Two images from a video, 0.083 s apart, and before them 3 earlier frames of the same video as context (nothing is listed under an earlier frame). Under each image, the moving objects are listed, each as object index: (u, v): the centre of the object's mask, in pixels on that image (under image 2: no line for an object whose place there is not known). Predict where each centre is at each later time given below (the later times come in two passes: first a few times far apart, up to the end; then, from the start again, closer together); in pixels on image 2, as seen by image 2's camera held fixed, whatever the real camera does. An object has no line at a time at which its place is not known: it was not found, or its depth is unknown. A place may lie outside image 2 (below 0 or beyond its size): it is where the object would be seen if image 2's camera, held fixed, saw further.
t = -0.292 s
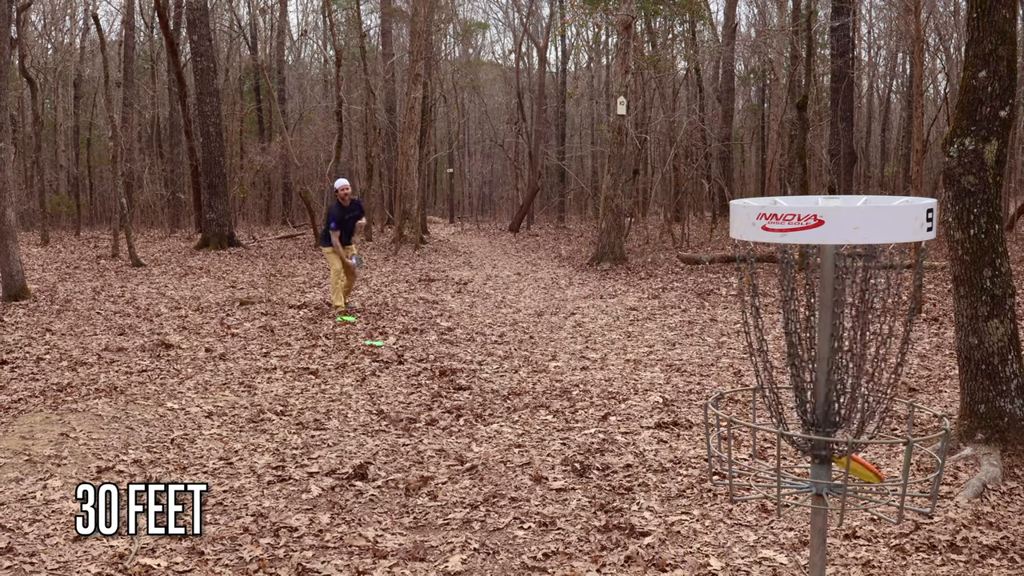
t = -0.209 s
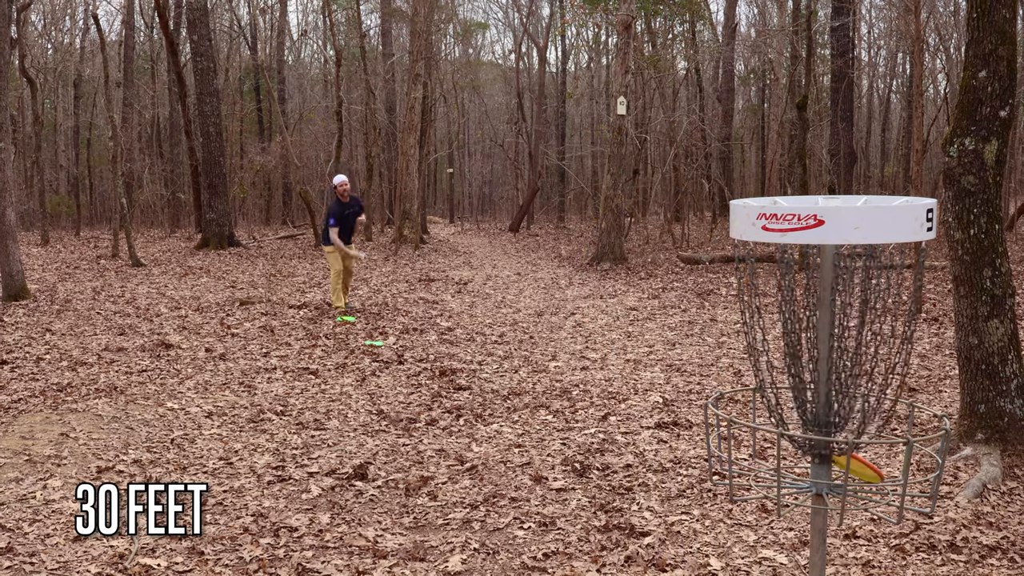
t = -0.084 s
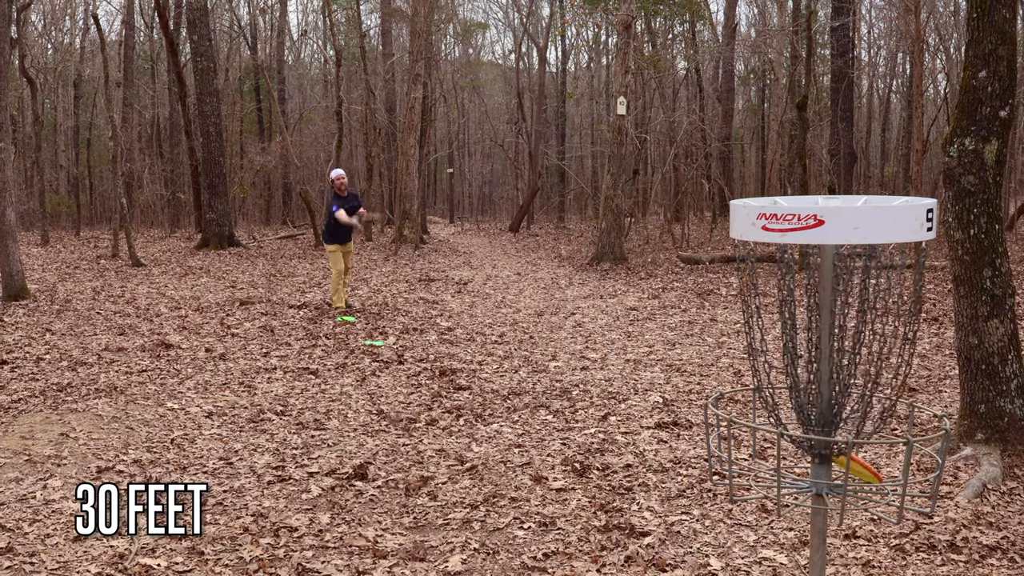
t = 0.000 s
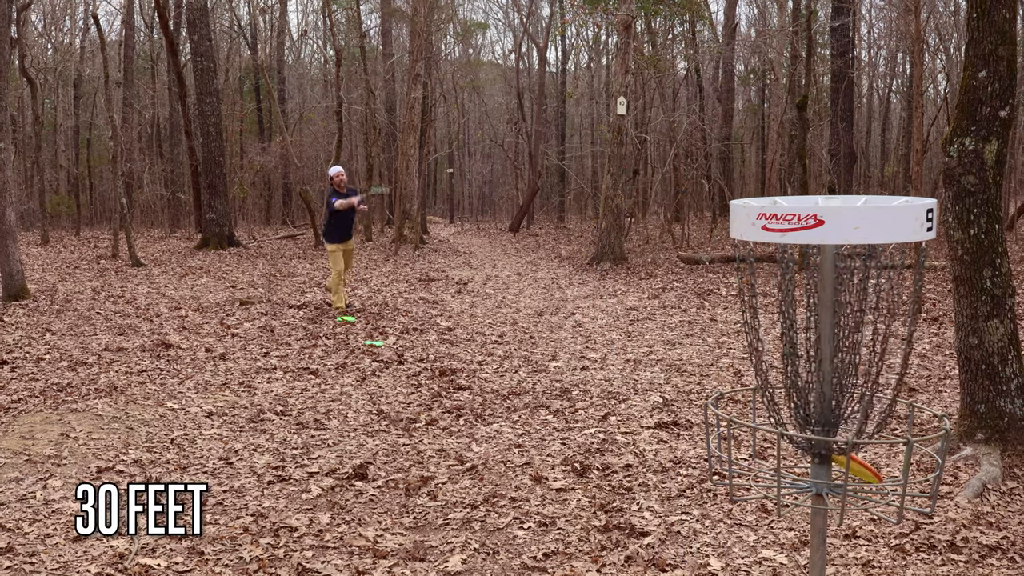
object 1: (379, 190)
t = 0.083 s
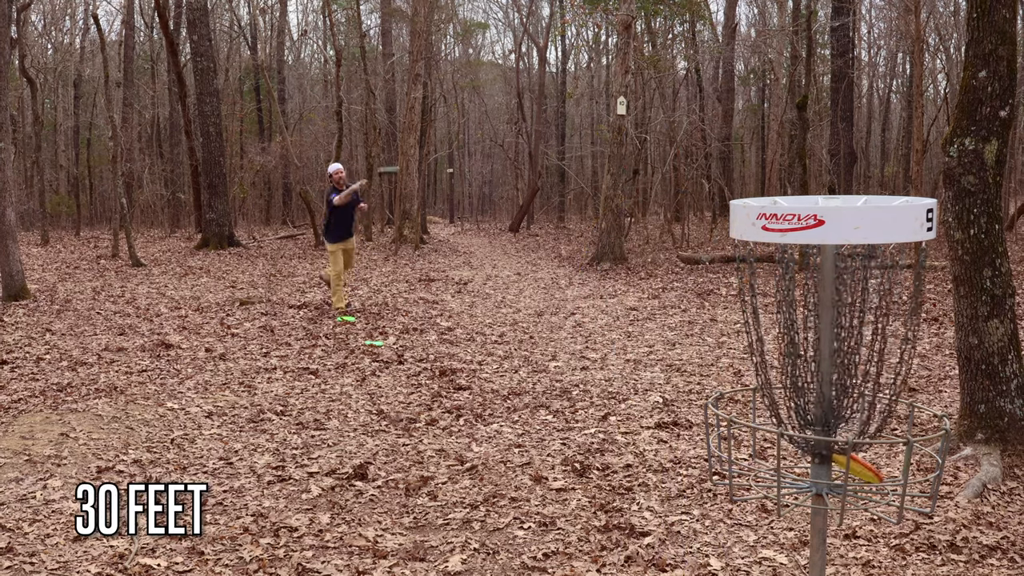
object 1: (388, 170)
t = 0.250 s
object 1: (411, 140)
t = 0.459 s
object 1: (450, 127)
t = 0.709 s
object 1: (535, 153)
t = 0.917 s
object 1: (679, 237)
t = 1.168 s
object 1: (818, 321)
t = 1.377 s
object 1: (813, 383)
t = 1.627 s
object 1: (775, 389)
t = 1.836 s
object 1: (769, 430)
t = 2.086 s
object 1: (776, 463)
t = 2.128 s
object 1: (777, 463)
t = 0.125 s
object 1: (393, 161)
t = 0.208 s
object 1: (404, 146)
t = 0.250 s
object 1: (411, 140)
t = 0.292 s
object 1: (418, 136)
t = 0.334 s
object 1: (425, 132)
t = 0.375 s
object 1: (433, 129)
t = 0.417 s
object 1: (441, 127)
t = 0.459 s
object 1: (450, 127)
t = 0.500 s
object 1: (462, 128)
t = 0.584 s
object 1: (487, 133)
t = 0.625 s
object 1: (501, 138)
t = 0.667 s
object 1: (517, 145)
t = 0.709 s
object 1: (535, 153)
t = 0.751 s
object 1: (557, 164)
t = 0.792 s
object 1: (579, 176)
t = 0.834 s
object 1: (607, 193)
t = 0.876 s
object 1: (640, 212)
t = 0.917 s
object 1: (679, 237)
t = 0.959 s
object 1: (723, 267)
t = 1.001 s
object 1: (759, 291)
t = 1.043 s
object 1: (786, 300)
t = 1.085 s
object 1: (800, 304)
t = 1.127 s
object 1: (811, 309)
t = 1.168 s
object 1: (818, 321)
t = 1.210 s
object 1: (819, 328)
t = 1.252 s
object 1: (821, 345)
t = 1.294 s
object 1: (820, 357)
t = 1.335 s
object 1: (817, 374)
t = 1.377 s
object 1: (813, 383)
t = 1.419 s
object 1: (802, 381)
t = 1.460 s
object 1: (793, 383)
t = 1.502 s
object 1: (785, 381)
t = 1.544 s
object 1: (781, 381)
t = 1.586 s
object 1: (778, 384)
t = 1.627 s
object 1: (775, 389)
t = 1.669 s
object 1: (769, 400)
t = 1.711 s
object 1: (765, 417)
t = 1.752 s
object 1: (762, 434)
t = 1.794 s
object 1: (764, 430)
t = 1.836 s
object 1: (769, 430)
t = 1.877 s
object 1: (773, 435)
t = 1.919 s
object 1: (776, 443)
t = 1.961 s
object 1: (776, 449)
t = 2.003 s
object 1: (774, 454)
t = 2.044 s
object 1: (779, 461)
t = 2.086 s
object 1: (776, 463)
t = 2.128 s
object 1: (777, 463)
